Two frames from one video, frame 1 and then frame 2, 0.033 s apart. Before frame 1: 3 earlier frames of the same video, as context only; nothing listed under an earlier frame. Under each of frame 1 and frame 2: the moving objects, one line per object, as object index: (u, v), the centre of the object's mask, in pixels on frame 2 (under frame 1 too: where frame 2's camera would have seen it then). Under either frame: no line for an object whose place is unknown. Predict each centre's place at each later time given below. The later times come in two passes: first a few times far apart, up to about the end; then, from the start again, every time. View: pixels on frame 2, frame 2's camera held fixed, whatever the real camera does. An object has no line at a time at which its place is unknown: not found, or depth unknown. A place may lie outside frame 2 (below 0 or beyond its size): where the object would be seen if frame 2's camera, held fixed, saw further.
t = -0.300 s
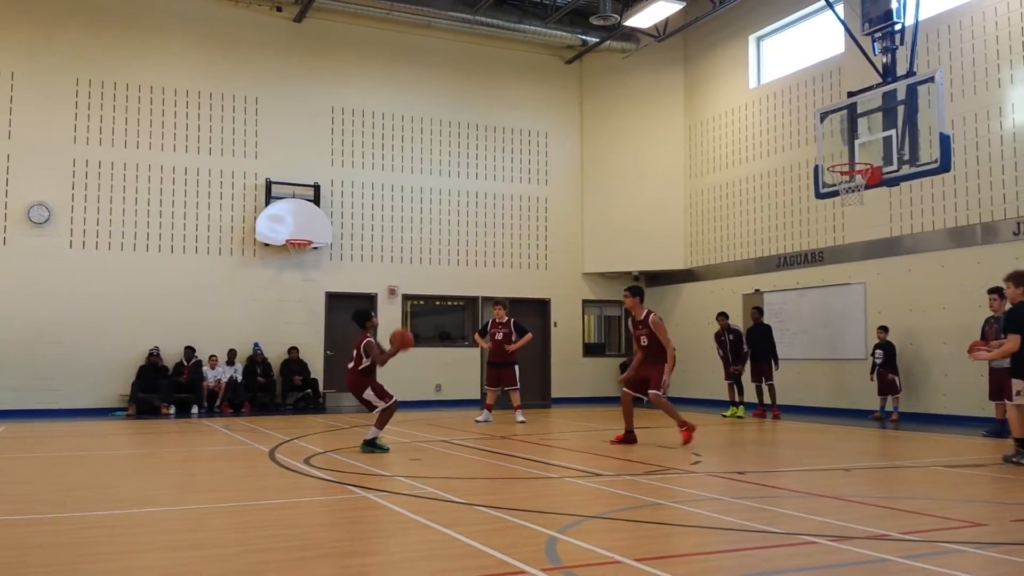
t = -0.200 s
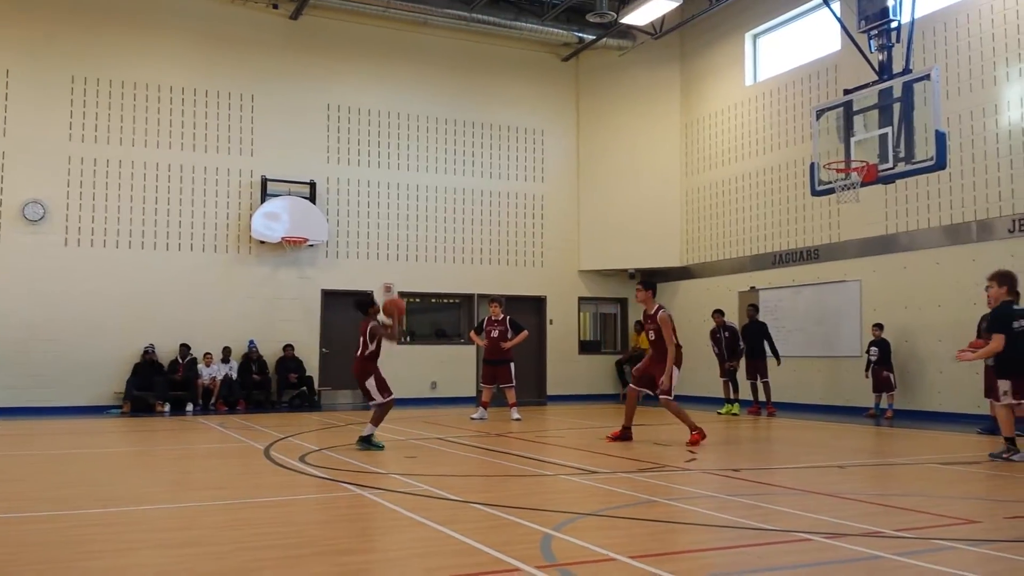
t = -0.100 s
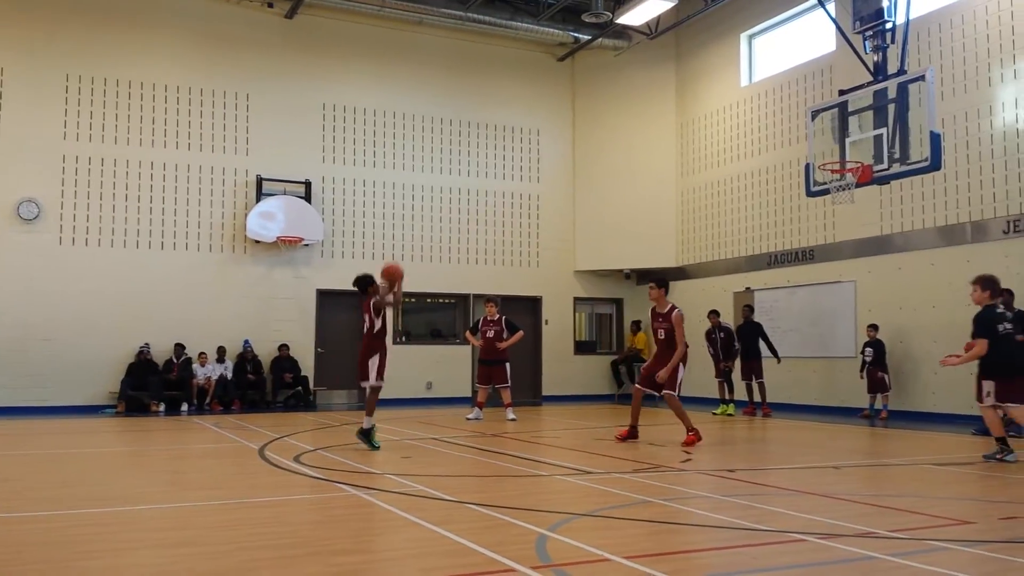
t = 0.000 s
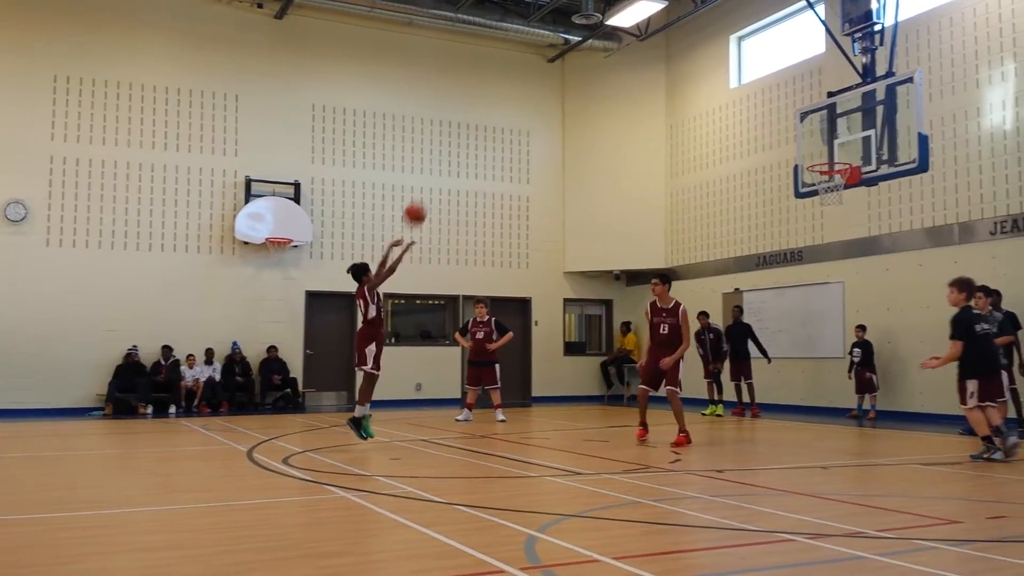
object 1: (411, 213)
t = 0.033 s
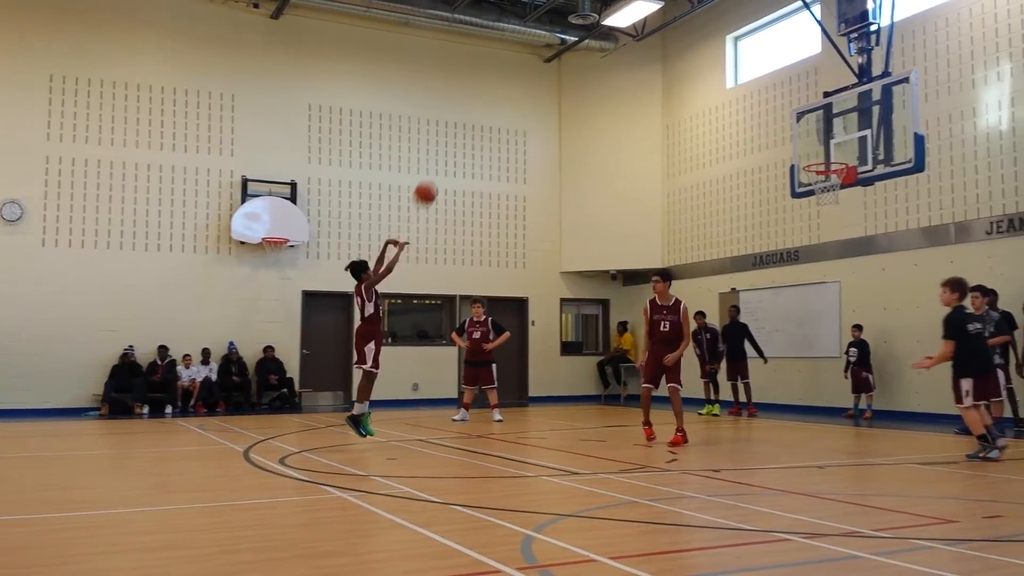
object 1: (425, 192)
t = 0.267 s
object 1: (513, 84)
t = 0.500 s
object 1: (594, 32)
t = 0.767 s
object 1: (679, 32)
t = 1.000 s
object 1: (750, 85)
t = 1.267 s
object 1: (823, 157)
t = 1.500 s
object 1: (842, 129)
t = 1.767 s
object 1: (828, 133)
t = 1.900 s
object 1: (821, 159)
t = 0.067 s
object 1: (438, 173)
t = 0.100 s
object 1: (451, 156)
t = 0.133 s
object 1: (464, 140)
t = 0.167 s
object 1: (477, 124)
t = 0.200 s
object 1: (490, 110)
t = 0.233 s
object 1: (501, 97)
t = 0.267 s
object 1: (513, 84)
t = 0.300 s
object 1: (525, 73)
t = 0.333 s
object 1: (537, 63)
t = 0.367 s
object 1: (549, 55)
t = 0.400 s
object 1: (560, 48)
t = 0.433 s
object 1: (571, 42)
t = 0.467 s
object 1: (583, 37)
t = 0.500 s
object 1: (594, 32)
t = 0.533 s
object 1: (604, 30)
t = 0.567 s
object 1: (615, 28)
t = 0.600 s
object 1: (627, 27)
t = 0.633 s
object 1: (638, 26)
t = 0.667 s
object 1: (648, 26)
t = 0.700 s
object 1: (659, 27)
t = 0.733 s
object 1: (669, 29)
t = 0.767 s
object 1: (679, 32)
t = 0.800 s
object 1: (690, 38)
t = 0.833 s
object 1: (699, 43)
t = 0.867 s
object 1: (709, 49)
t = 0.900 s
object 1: (719, 55)
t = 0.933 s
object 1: (730, 64)
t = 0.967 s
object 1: (740, 74)
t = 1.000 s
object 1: (750, 85)
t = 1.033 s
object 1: (758, 95)
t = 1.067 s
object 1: (768, 106)
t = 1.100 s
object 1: (778, 119)
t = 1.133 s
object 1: (787, 133)
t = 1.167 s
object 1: (795, 147)
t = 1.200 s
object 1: (805, 158)
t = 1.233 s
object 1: (814, 158)
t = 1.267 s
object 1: (823, 157)
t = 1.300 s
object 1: (833, 157)
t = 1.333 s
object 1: (840, 155)
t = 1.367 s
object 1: (844, 149)
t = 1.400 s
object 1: (846, 143)
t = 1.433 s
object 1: (845, 138)
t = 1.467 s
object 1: (844, 133)
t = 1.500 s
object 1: (842, 129)
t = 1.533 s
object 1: (840, 127)
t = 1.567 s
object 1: (837, 125)
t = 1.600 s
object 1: (836, 124)
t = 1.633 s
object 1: (834, 124)
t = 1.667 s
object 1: (833, 125)
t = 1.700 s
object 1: (831, 127)
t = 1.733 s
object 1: (830, 129)
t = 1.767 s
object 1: (828, 133)
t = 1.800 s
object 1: (826, 138)
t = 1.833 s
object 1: (824, 144)
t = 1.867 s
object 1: (823, 151)
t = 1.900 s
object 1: (821, 159)
